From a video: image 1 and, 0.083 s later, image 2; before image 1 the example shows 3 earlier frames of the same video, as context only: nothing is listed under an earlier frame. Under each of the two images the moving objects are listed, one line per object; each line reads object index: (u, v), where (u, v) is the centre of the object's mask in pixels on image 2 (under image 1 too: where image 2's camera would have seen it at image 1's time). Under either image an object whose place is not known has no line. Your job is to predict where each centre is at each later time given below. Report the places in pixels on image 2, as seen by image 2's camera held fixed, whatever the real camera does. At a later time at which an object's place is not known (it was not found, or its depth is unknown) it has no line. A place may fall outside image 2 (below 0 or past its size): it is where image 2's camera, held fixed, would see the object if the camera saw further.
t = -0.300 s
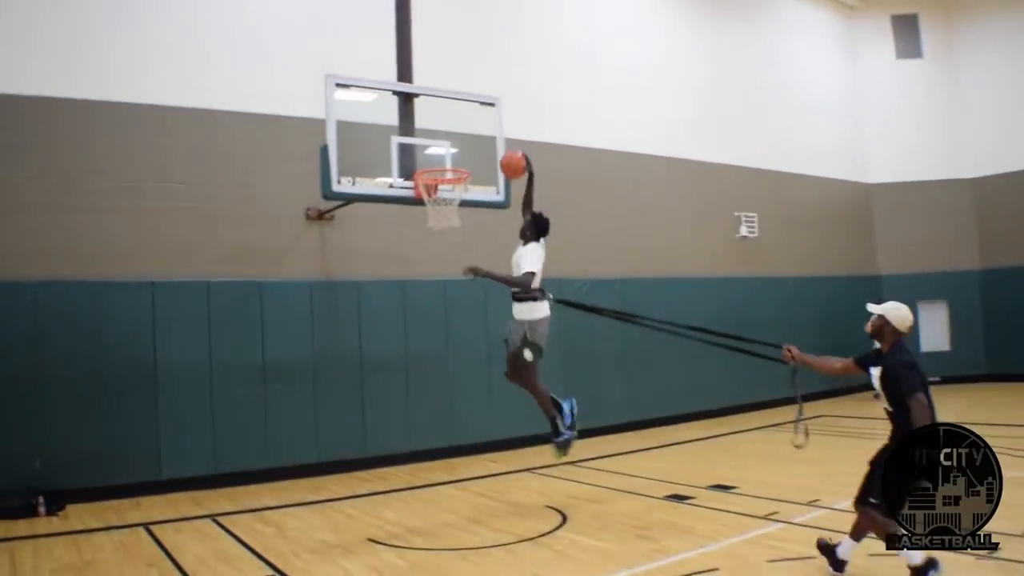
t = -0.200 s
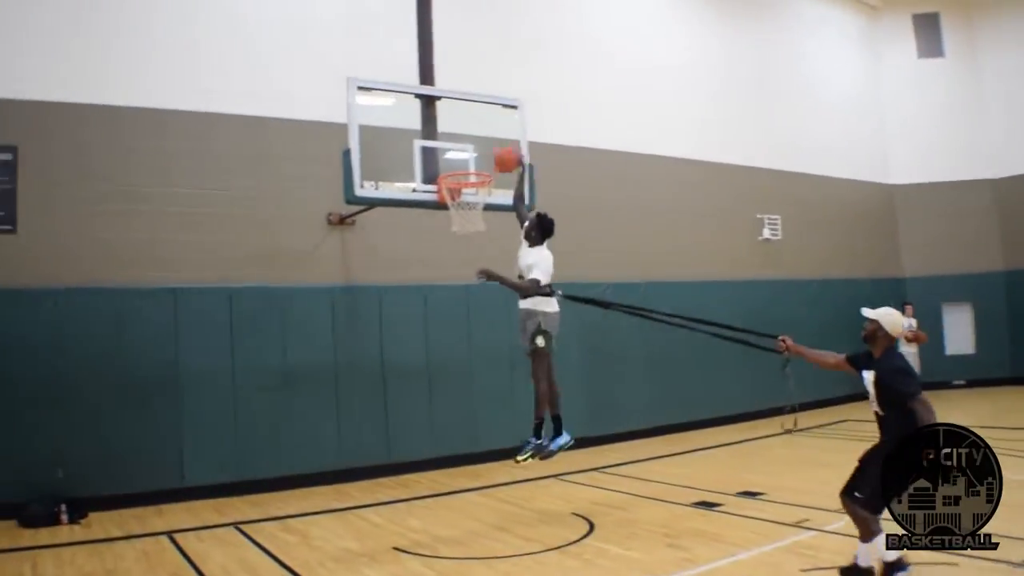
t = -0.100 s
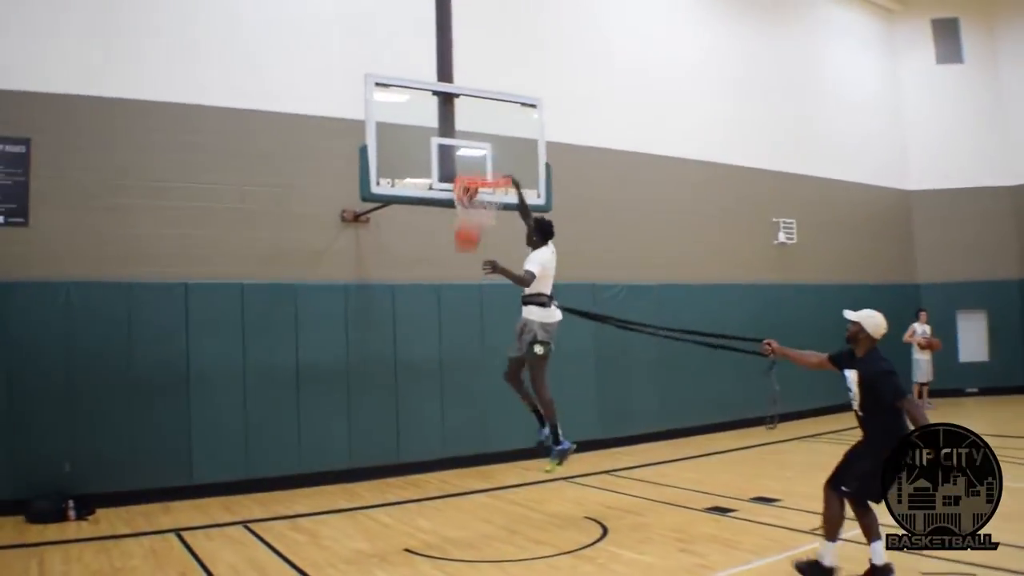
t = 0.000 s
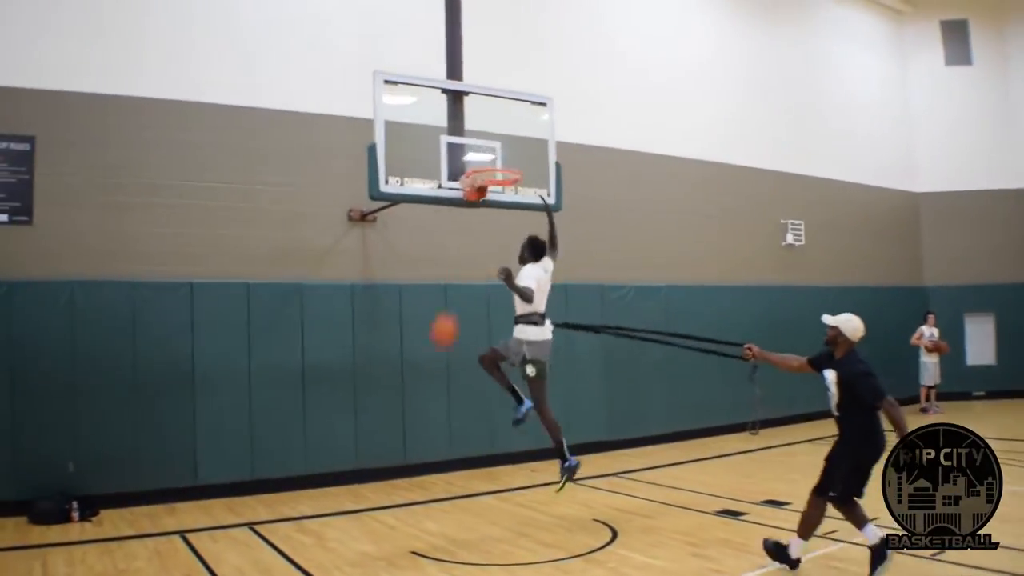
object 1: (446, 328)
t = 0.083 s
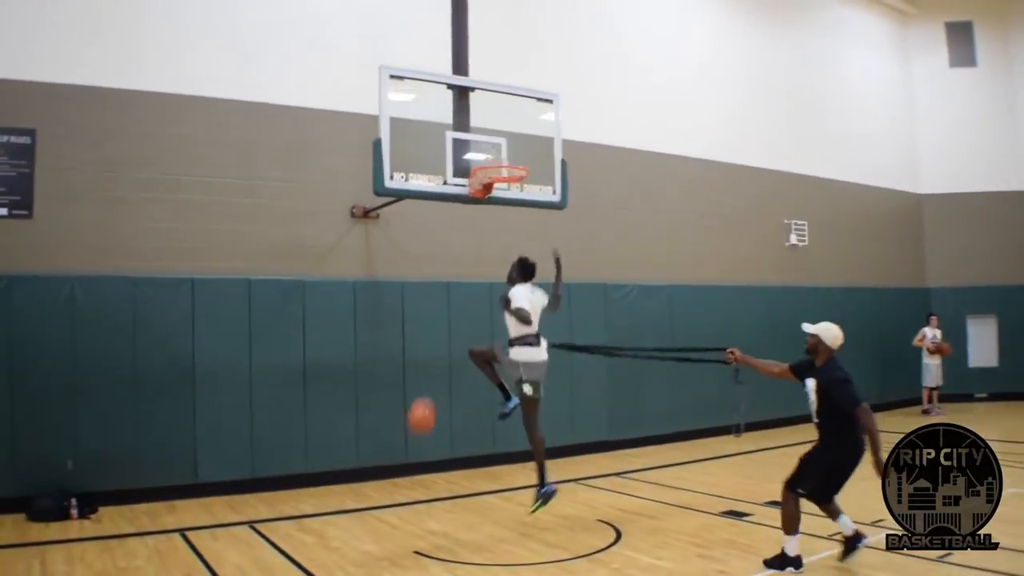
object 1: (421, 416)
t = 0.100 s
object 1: (416, 434)
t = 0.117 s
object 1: (410, 455)
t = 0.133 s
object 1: (406, 470)
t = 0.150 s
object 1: (400, 489)
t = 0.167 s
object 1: (393, 512)
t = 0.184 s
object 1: (391, 515)
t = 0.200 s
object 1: (391, 502)
